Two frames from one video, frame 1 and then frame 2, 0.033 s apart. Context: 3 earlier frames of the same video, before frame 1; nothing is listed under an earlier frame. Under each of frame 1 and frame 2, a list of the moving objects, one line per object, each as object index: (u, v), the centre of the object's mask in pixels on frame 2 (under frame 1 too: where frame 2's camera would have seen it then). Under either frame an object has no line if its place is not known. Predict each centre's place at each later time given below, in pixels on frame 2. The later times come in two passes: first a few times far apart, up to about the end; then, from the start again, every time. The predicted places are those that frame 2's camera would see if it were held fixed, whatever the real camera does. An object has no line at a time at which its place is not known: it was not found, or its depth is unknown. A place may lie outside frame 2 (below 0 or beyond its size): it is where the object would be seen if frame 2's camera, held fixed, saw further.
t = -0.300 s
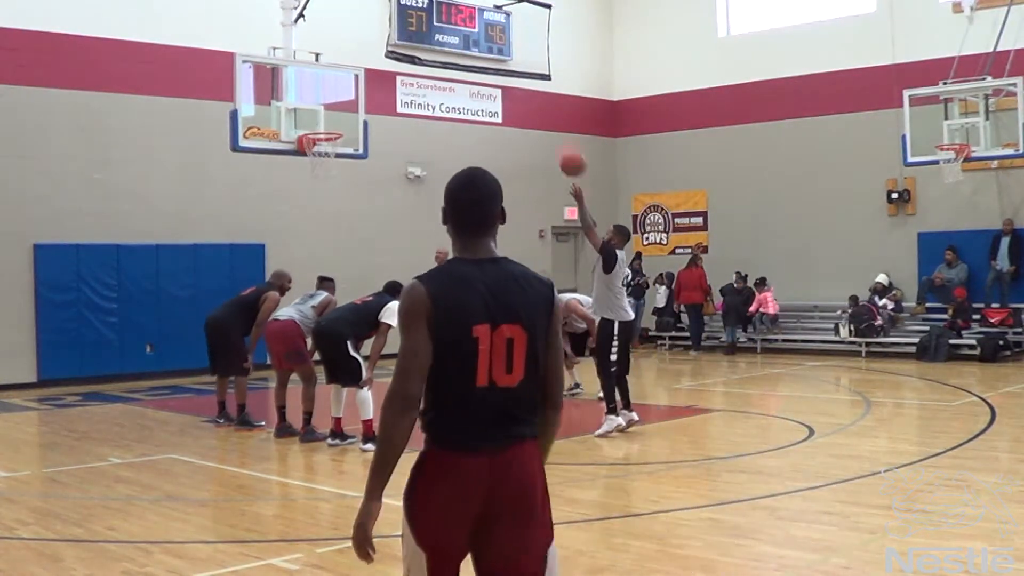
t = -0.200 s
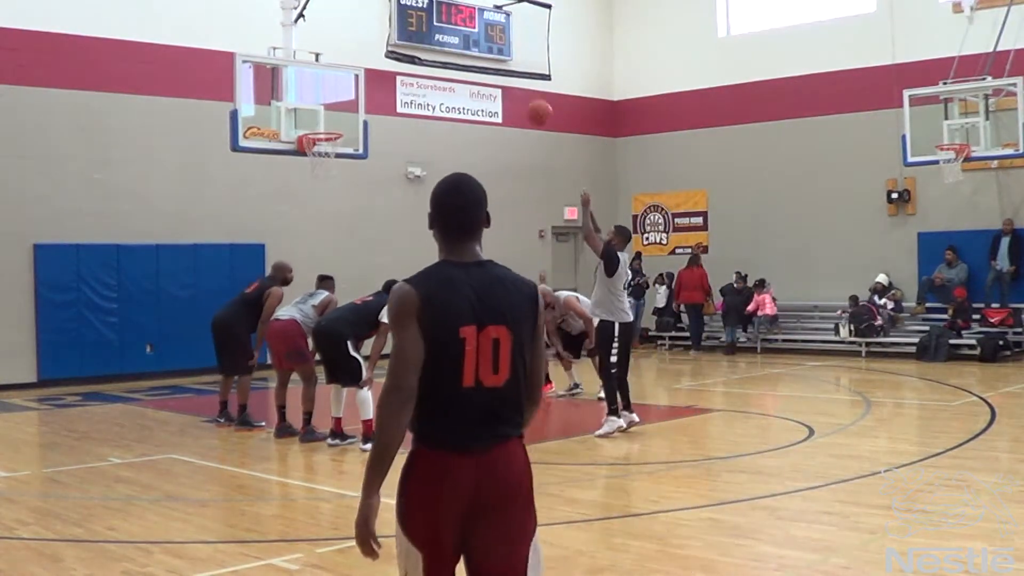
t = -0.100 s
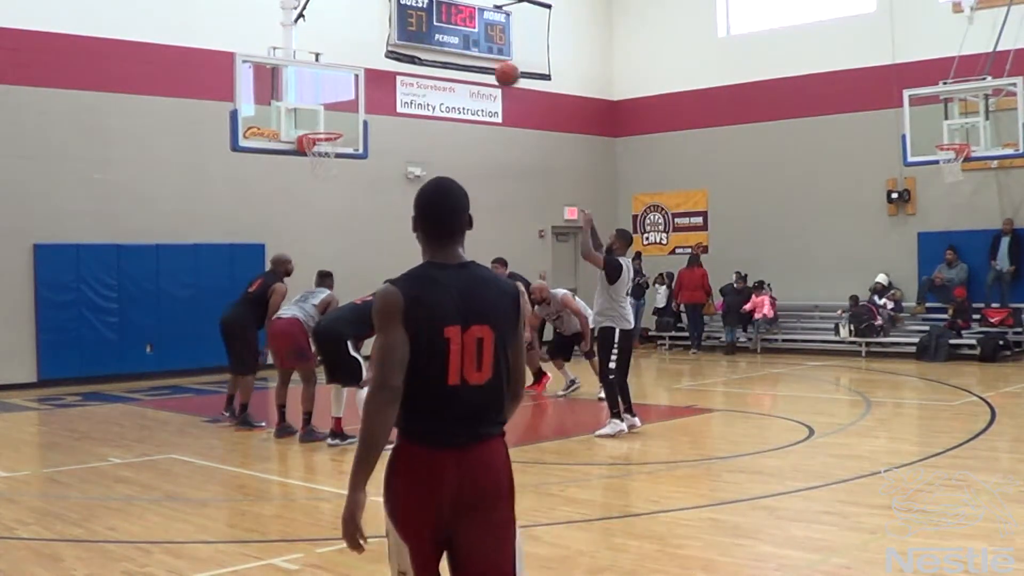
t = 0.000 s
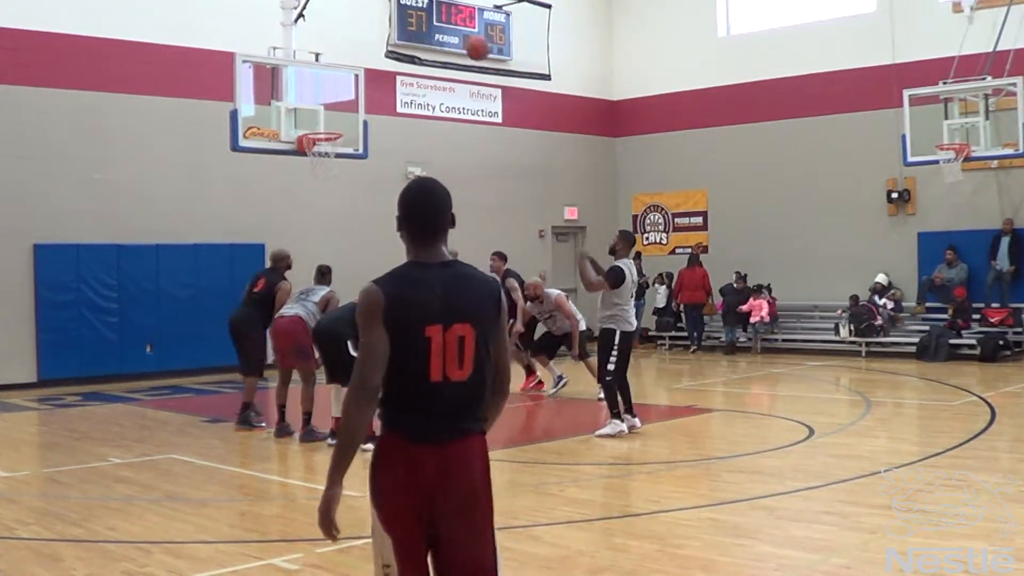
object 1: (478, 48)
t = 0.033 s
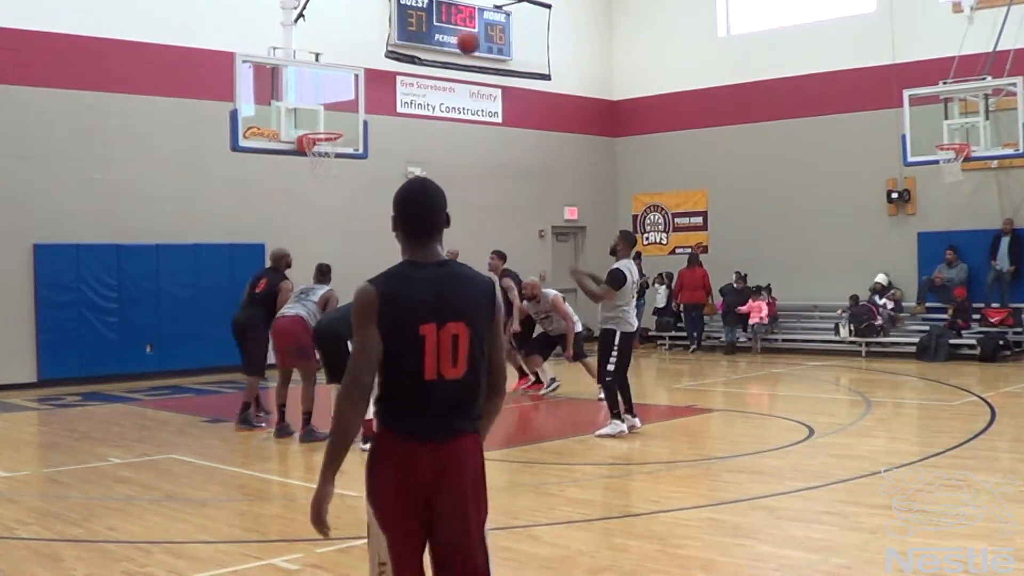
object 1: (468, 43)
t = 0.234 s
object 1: (416, 28)
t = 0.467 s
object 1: (364, 59)
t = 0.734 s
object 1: (319, 122)
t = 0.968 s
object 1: (330, 69)
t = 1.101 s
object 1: (338, 58)
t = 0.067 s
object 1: (459, 38)
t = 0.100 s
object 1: (450, 33)
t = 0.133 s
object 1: (441, 30)
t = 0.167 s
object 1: (433, 29)
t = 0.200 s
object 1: (425, 29)
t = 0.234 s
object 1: (416, 28)
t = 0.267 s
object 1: (409, 30)
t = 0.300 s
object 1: (400, 32)
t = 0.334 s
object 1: (393, 36)
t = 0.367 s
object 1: (386, 40)
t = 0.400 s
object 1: (378, 46)
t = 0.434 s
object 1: (371, 52)
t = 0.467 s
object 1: (364, 59)
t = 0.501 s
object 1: (357, 66)
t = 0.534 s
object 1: (350, 75)
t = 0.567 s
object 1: (343, 85)
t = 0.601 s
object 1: (337, 95)
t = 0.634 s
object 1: (330, 106)
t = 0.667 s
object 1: (324, 118)
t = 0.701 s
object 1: (318, 128)
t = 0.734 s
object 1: (319, 122)
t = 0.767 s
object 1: (320, 113)
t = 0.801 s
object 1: (322, 103)
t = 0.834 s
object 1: (323, 95)
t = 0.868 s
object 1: (325, 87)
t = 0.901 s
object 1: (327, 80)
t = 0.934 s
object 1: (328, 74)
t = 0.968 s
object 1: (330, 69)
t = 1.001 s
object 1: (332, 65)
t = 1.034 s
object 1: (334, 62)
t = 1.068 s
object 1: (336, 59)
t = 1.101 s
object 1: (338, 58)
